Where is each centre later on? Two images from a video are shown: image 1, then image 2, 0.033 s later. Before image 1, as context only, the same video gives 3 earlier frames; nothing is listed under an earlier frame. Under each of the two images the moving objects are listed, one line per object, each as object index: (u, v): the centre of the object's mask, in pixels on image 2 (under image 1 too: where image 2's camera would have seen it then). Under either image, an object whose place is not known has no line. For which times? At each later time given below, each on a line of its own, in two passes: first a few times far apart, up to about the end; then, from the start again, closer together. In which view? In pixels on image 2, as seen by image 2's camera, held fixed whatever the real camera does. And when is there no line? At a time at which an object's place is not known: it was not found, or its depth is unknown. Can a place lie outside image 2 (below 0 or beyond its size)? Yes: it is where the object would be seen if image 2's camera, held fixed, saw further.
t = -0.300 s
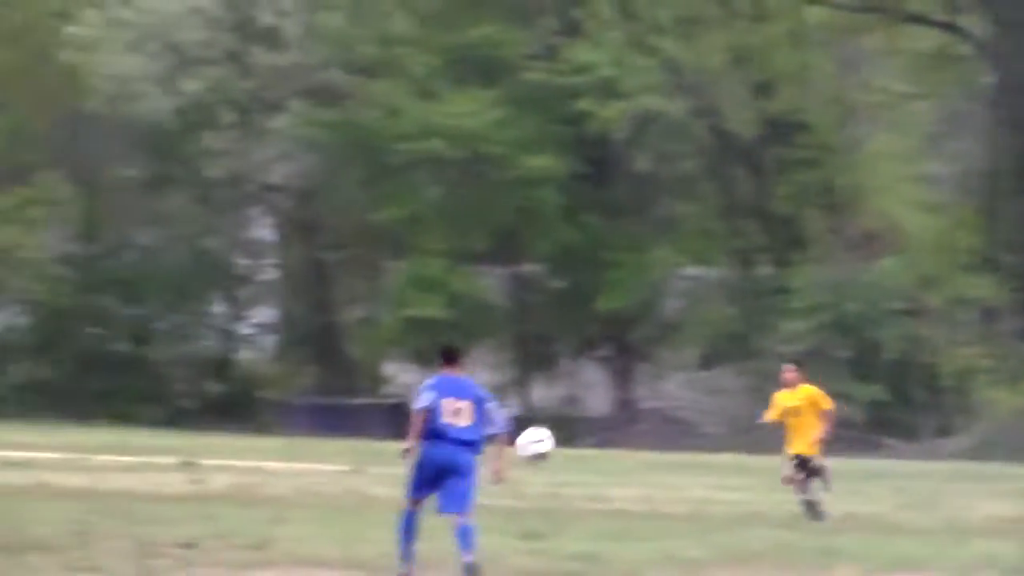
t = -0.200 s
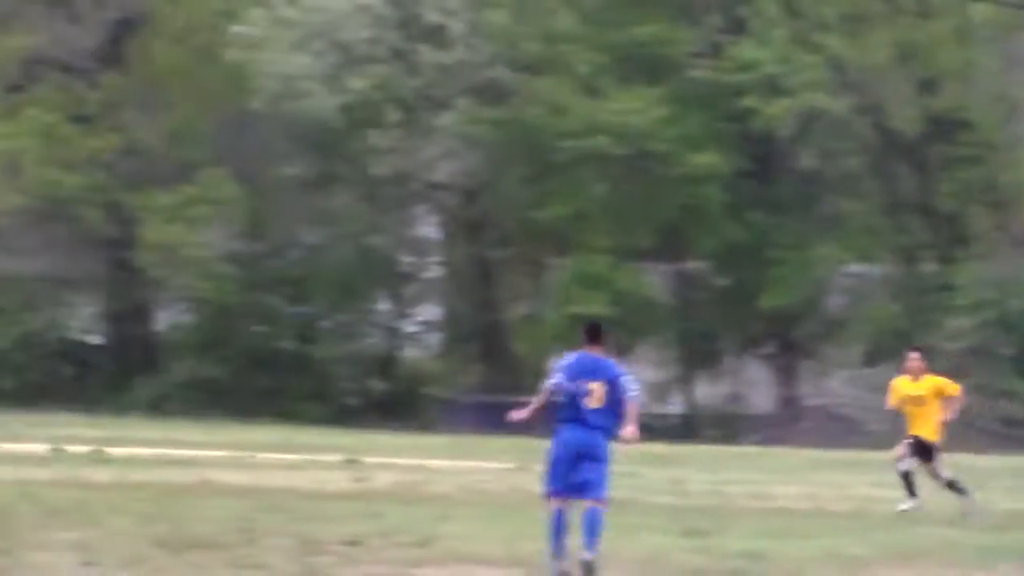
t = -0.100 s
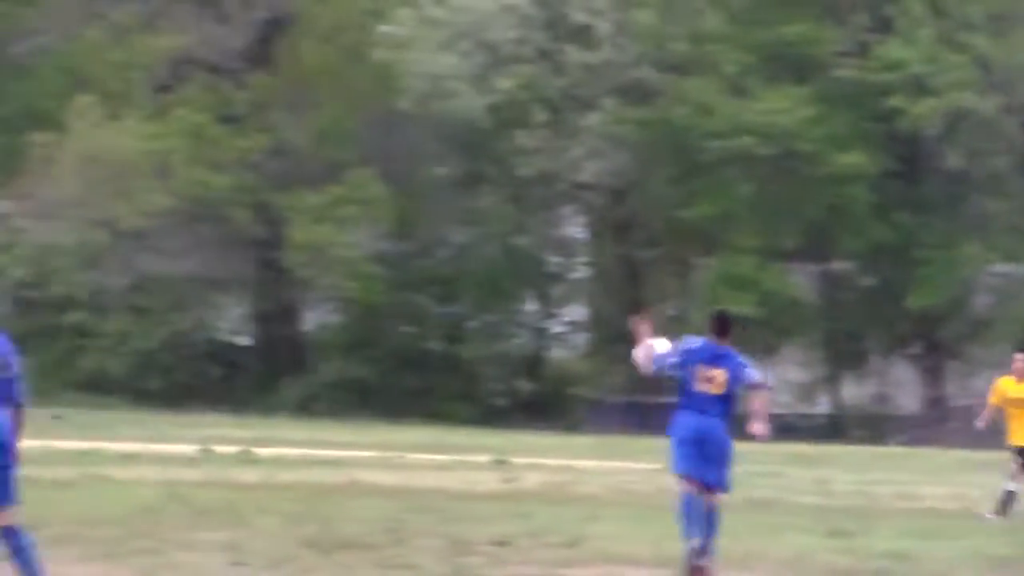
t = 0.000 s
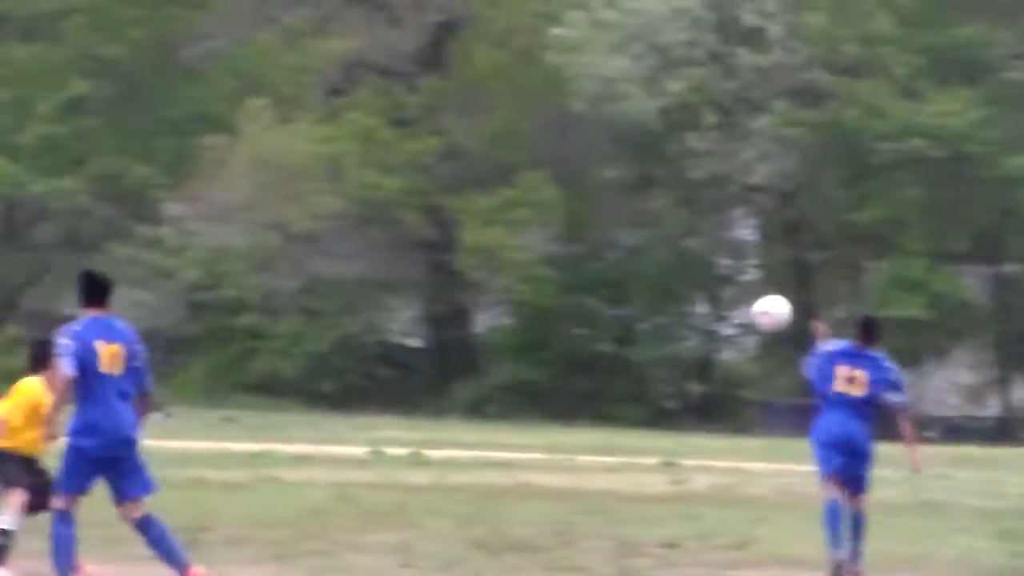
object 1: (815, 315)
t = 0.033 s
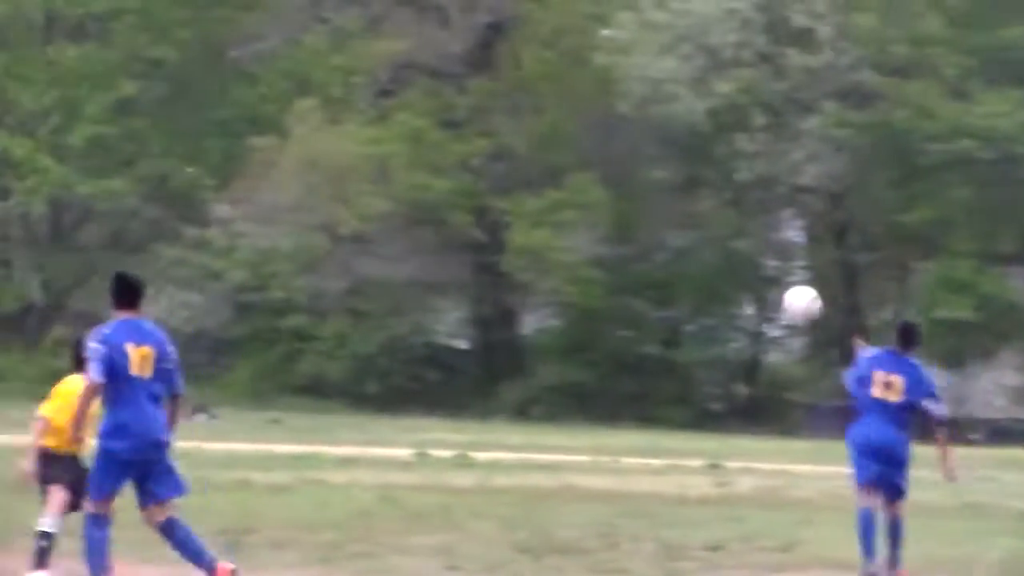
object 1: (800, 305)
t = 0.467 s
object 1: (603, 327)
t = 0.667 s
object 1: (508, 428)
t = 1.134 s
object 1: (321, 400)
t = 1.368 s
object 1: (235, 390)
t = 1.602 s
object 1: (148, 457)
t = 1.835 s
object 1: (68, 470)
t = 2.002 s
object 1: (23, 425)
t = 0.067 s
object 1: (787, 294)
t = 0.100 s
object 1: (770, 288)
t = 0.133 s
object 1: (755, 283)
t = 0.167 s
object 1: (740, 280)
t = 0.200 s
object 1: (725, 279)
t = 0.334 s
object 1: (666, 288)
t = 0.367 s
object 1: (648, 296)
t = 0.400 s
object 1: (633, 304)
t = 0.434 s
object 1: (620, 315)
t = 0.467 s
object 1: (603, 327)
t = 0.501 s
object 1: (588, 341)
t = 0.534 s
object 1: (573, 355)
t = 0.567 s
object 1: (555, 370)
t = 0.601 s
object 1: (539, 388)
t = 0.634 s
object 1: (523, 407)
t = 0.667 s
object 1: (508, 428)
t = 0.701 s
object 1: (493, 450)
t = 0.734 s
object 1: (480, 473)
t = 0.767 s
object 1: (467, 498)
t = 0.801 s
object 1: (452, 526)
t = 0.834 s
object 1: (437, 527)
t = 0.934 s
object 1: (399, 472)
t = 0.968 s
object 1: (386, 456)
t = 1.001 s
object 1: (373, 442)
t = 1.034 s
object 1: (359, 429)
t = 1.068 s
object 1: (347, 418)
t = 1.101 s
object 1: (335, 408)
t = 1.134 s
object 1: (321, 400)
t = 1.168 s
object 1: (309, 394)
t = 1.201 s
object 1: (296, 390)
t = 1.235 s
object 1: (284, 387)
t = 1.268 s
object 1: (273, 385)
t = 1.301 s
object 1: (261, 386)
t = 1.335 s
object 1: (249, 387)
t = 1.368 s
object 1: (235, 390)
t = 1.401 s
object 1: (223, 394)
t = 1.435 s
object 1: (209, 402)
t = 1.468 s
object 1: (196, 407)
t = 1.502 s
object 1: (184, 415)
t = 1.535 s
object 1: (172, 428)
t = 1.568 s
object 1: (159, 442)
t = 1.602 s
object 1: (148, 457)
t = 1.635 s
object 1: (134, 470)
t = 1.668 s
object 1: (122, 484)
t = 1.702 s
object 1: (107, 503)
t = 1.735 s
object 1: (91, 516)
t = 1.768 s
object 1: (83, 501)
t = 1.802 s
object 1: (76, 483)
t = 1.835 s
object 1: (68, 470)
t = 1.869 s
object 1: (59, 458)
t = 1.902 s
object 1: (49, 448)
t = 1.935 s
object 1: (41, 440)
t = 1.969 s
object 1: (32, 432)
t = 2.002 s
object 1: (23, 425)
